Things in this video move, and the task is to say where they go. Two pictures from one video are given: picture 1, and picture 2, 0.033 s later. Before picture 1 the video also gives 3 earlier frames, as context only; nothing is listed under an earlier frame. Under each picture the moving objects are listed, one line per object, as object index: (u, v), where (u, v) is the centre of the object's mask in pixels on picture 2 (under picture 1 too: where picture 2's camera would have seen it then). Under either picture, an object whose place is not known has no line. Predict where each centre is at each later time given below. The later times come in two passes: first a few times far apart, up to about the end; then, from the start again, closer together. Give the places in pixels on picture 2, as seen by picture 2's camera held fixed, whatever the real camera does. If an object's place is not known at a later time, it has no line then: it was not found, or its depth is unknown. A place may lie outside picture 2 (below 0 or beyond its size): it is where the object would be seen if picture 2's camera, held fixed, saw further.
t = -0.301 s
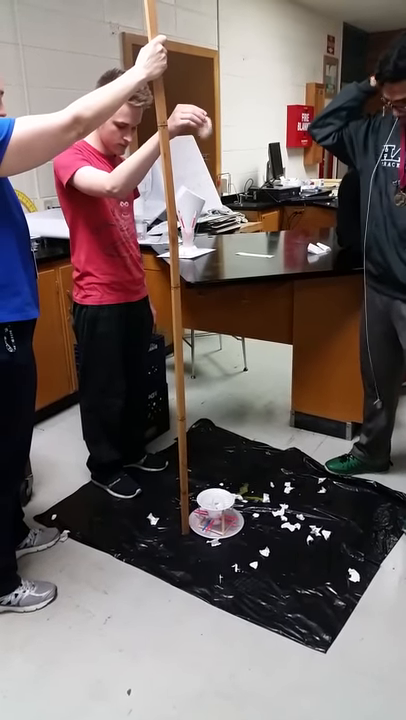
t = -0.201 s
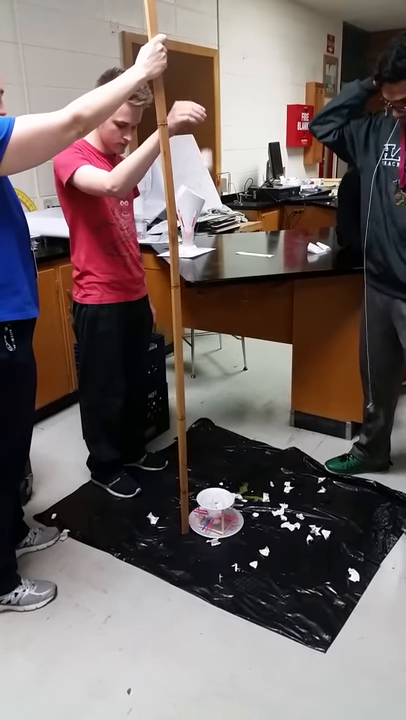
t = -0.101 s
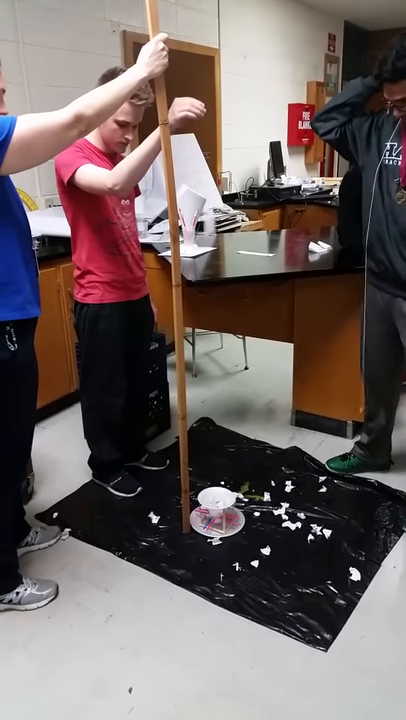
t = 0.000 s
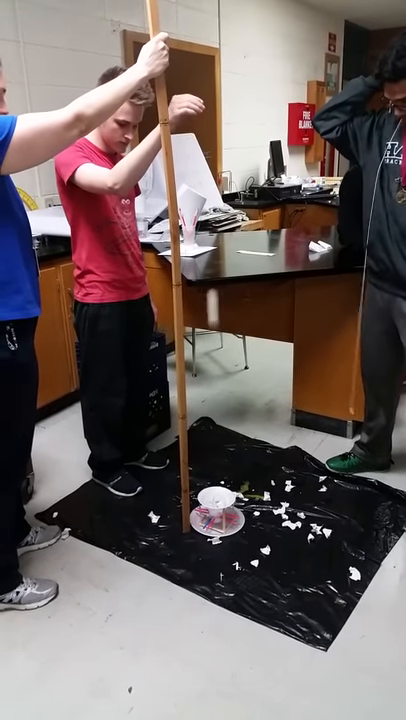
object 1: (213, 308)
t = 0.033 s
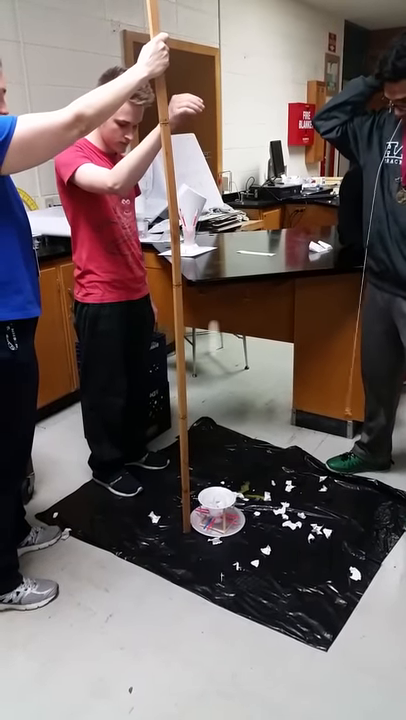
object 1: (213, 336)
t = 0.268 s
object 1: (216, 481)
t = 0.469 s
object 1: (207, 461)
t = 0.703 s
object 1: (194, 498)
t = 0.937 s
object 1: (193, 497)
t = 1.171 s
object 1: (193, 497)
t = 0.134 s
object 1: (217, 445)
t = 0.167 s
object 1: (218, 472)
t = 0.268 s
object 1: (216, 481)
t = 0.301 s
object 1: (214, 475)
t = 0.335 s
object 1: (212, 467)
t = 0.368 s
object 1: (211, 463)
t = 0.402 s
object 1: (210, 460)
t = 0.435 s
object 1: (208, 459)
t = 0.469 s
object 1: (207, 461)
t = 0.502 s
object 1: (206, 466)
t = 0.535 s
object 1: (205, 472)
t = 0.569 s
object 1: (204, 480)
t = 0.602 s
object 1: (199, 495)
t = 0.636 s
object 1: (197, 496)
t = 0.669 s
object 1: (195, 497)
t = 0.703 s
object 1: (194, 498)
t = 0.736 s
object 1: (193, 497)
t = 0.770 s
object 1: (193, 496)
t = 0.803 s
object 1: (193, 496)
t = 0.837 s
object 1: (193, 496)
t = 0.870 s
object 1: (193, 497)
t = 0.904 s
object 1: (193, 497)
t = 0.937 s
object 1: (193, 497)
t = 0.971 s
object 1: (193, 498)
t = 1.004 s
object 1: (193, 497)
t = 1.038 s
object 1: (193, 498)
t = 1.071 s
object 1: (193, 497)
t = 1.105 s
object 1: (192, 497)
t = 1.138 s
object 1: (192, 497)
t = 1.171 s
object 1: (193, 497)
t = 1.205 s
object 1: (192, 497)
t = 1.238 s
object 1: (191, 496)
